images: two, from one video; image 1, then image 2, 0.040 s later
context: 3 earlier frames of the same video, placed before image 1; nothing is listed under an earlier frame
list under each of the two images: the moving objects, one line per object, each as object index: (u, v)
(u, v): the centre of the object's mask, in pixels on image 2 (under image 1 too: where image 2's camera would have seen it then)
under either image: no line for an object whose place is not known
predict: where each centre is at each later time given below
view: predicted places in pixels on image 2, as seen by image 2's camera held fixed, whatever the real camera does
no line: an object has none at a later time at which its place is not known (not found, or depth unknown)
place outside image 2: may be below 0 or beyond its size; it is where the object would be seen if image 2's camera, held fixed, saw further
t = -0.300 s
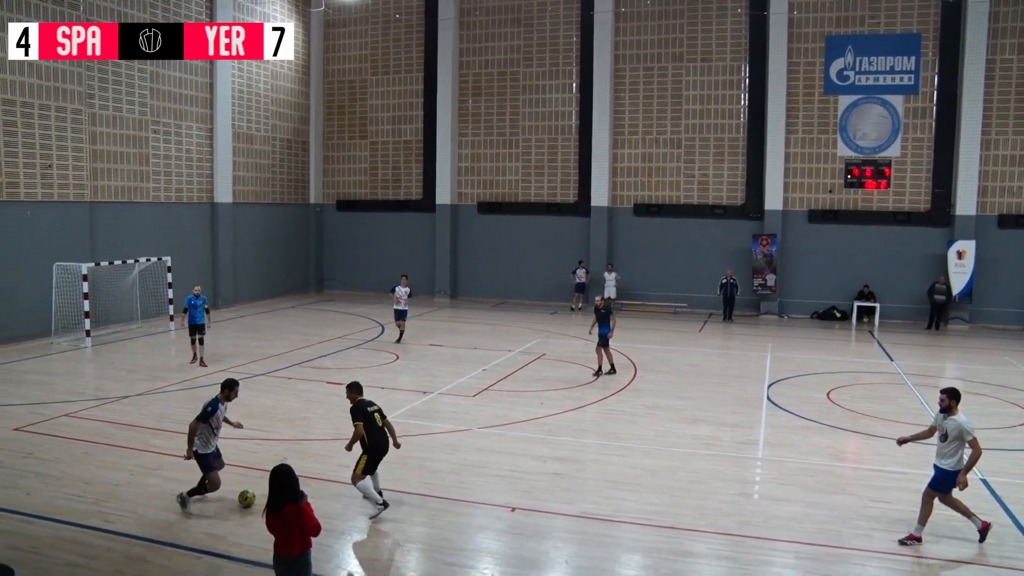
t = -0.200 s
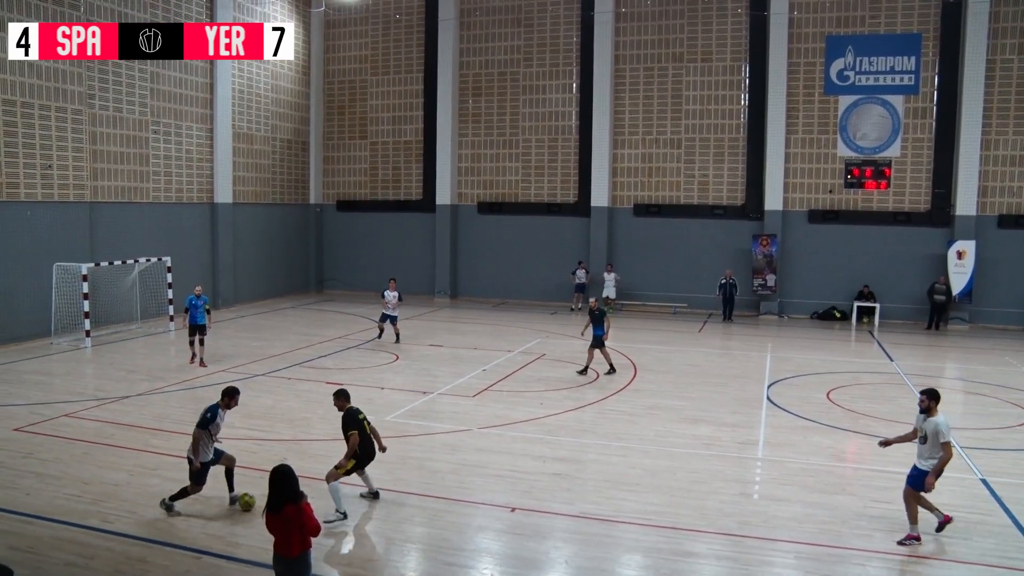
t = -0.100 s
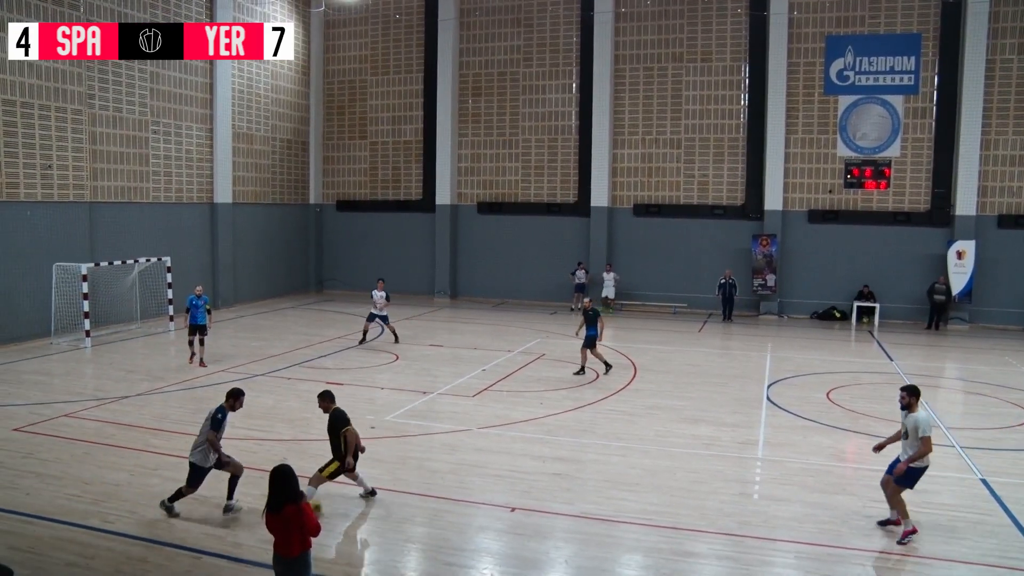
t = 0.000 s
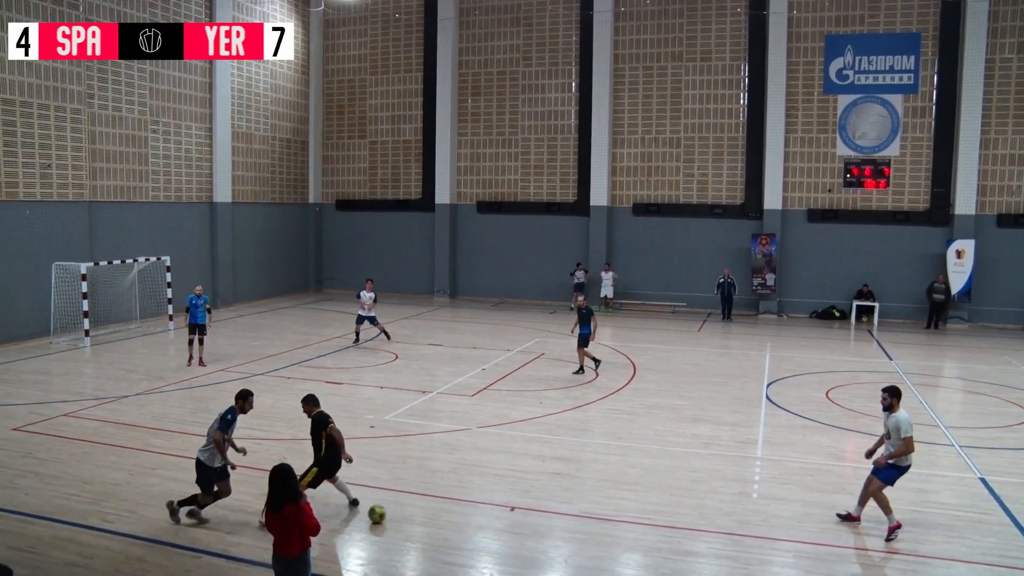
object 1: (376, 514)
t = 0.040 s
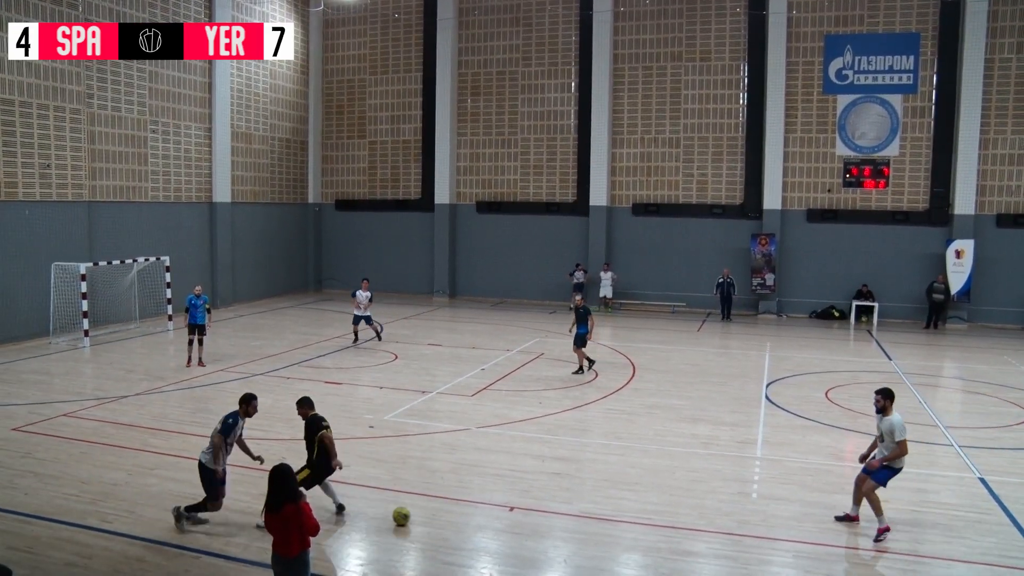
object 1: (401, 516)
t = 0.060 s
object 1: (414, 517)
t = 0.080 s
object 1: (427, 519)
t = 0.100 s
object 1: (440, 520)
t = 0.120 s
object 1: (453, 521)
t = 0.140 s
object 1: (466, 522)
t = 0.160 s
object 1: (479, 523)
